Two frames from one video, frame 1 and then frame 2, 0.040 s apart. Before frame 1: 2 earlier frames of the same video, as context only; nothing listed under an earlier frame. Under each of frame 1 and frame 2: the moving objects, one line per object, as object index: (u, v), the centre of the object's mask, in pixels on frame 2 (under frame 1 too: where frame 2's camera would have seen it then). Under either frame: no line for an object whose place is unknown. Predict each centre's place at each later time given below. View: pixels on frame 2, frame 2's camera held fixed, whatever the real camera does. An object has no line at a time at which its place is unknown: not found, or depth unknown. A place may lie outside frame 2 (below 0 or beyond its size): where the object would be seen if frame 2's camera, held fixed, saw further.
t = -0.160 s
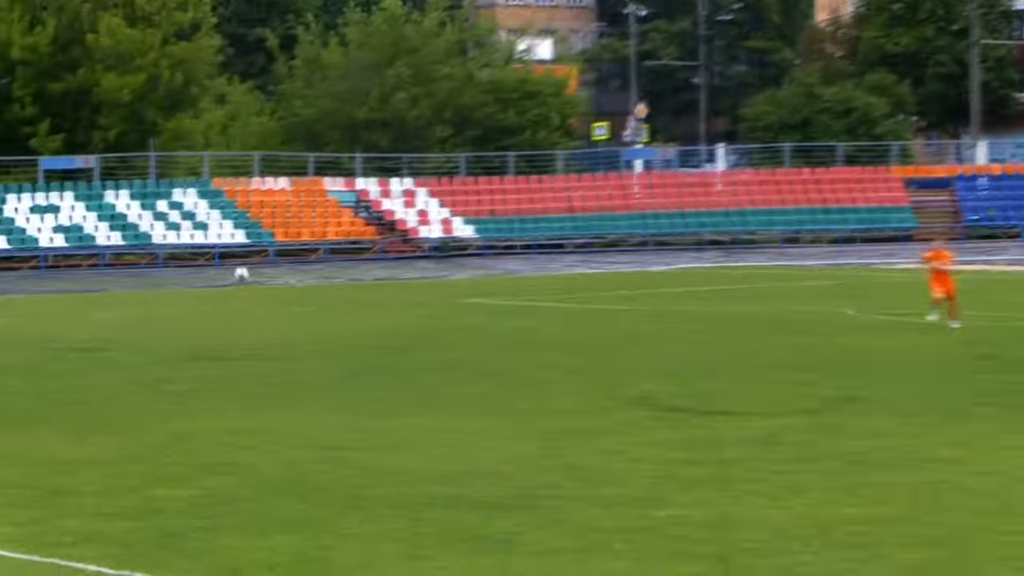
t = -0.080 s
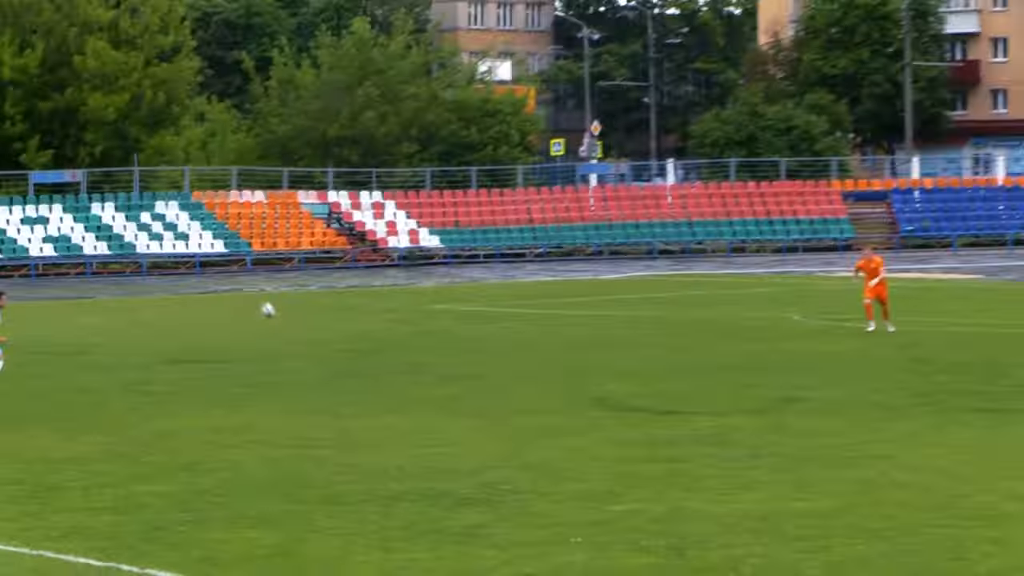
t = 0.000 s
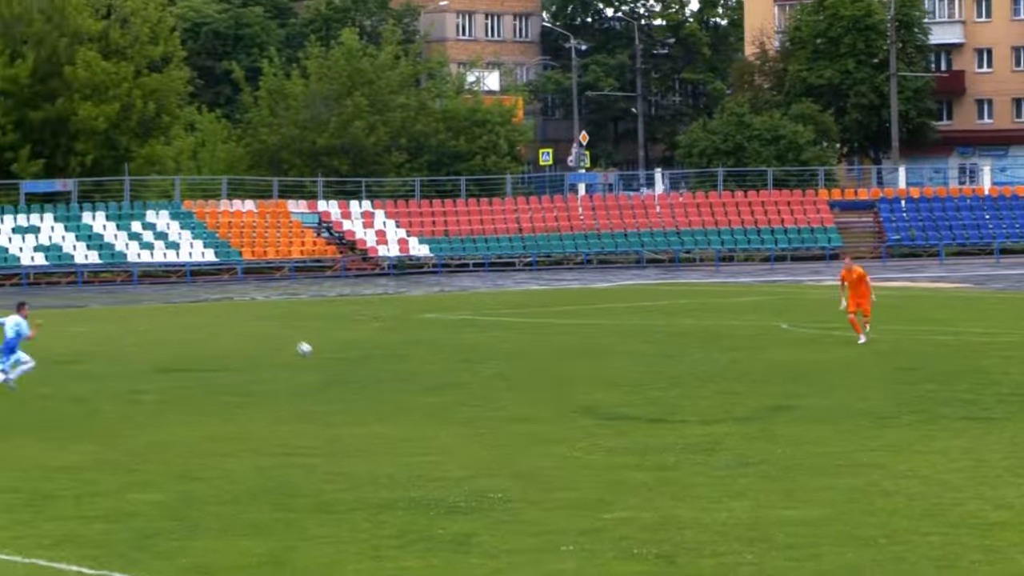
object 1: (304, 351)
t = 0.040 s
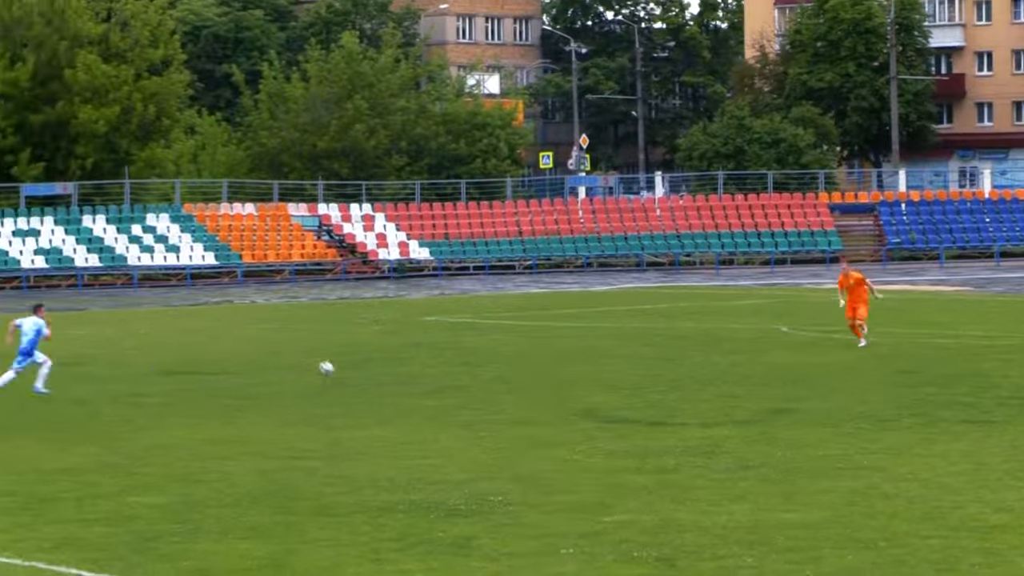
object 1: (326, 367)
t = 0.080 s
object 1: (349, 384)
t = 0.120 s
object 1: (356, 373)
